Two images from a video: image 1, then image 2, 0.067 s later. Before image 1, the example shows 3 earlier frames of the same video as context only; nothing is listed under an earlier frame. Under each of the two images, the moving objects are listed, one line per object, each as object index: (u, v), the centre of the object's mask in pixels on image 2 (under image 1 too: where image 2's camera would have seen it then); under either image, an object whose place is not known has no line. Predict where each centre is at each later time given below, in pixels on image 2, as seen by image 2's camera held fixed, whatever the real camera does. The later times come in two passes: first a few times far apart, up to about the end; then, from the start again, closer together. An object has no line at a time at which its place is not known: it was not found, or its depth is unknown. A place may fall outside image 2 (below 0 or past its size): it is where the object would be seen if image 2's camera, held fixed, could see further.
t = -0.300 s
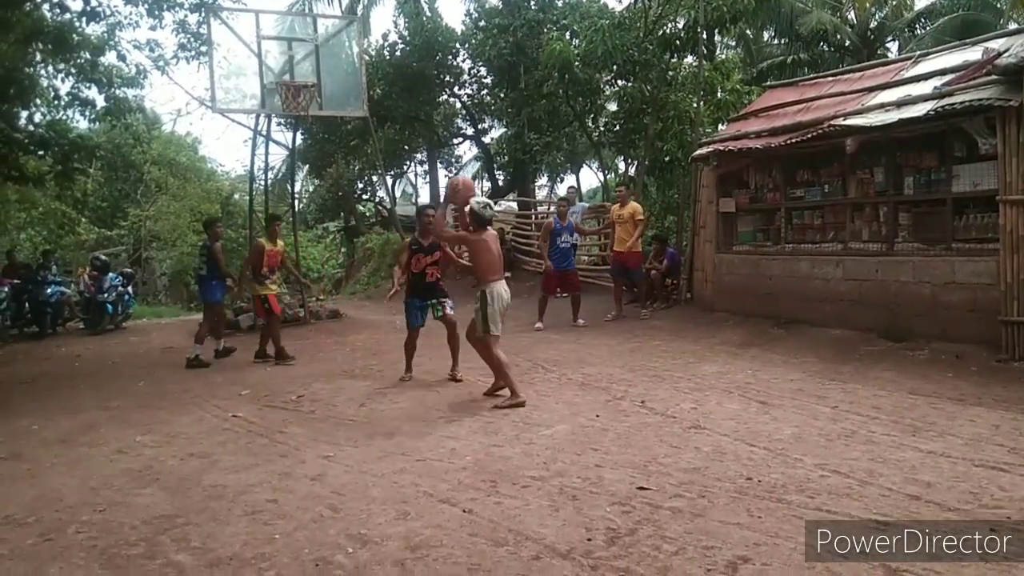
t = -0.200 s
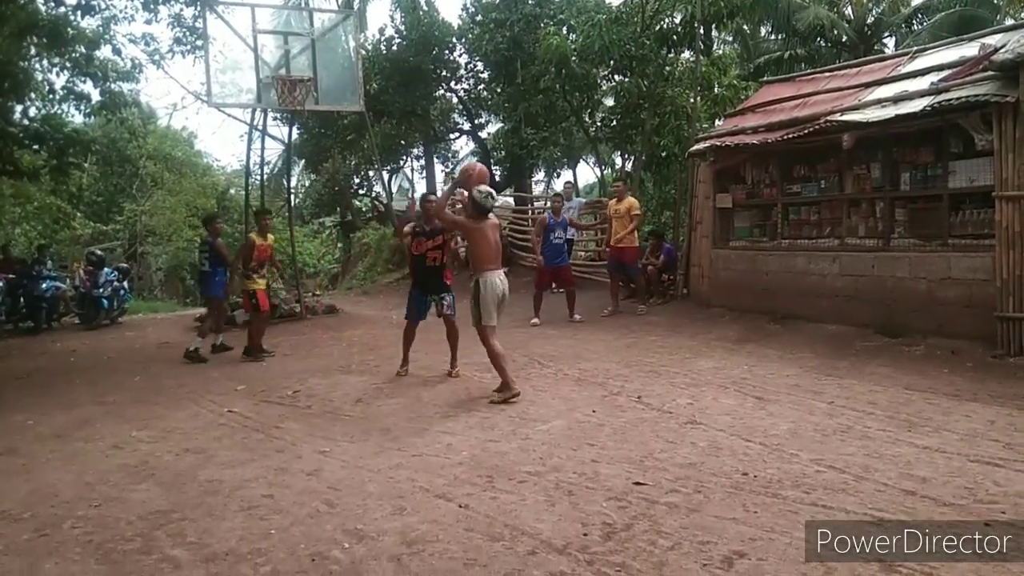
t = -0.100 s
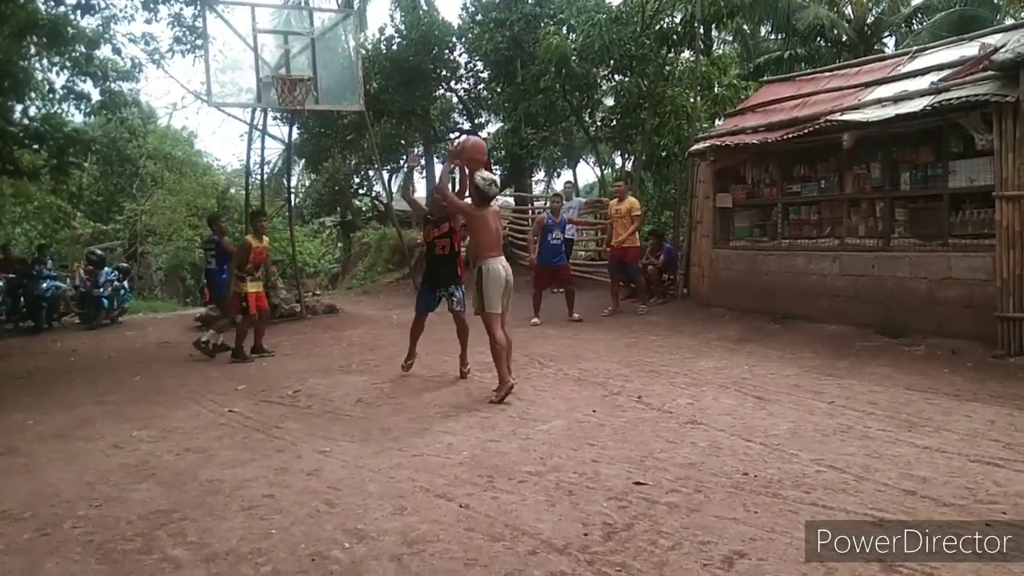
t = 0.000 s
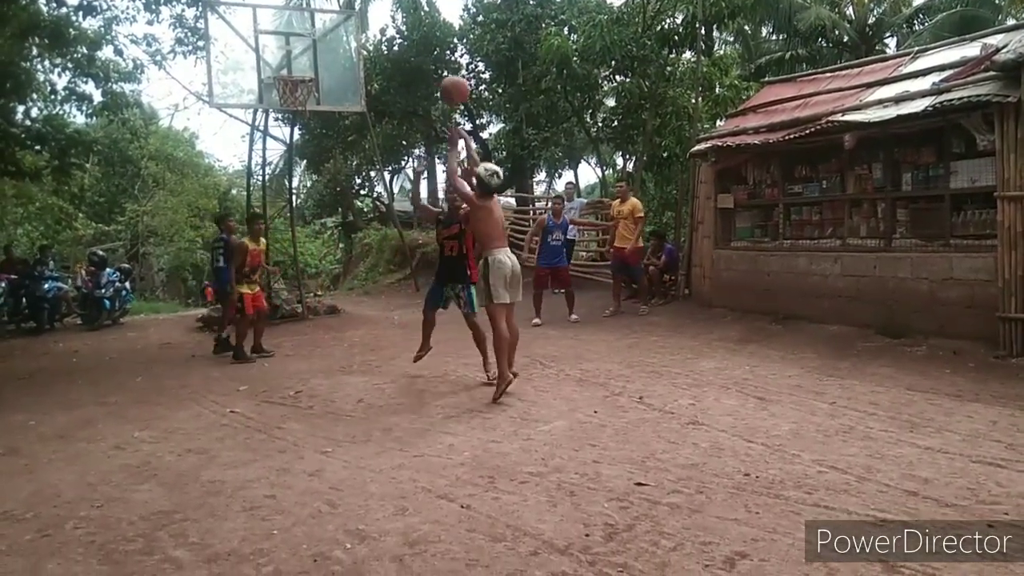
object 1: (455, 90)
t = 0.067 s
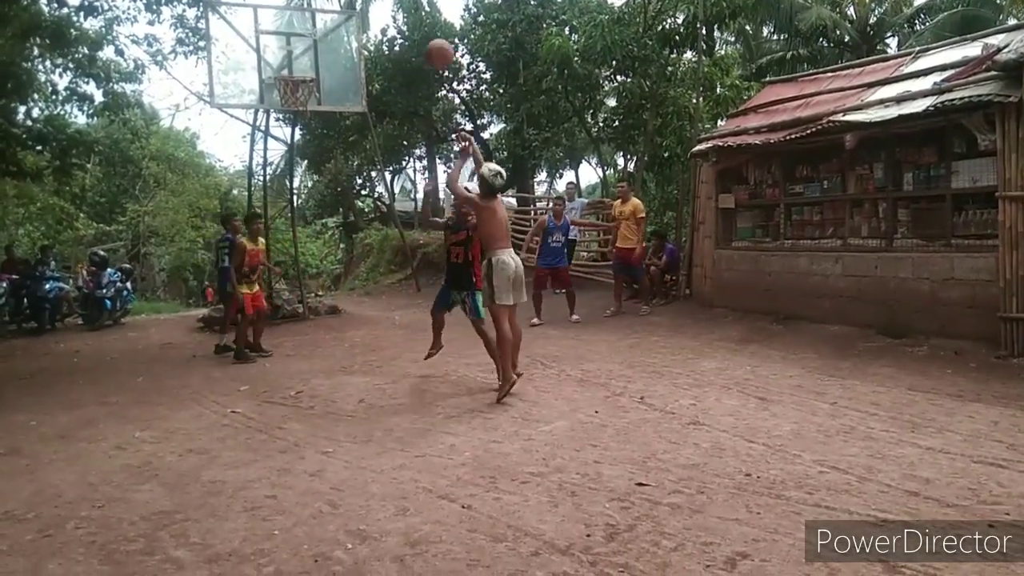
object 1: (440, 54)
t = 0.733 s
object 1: (331, 14)
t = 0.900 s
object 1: (315, 68)
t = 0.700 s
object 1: (336, 7)
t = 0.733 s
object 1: (331, 14)
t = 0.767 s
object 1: (328, 23)
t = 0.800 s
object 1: (325, 33)
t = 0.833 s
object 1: (321, 45)
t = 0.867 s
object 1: (318, 55)
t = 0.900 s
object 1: (315, 68)
